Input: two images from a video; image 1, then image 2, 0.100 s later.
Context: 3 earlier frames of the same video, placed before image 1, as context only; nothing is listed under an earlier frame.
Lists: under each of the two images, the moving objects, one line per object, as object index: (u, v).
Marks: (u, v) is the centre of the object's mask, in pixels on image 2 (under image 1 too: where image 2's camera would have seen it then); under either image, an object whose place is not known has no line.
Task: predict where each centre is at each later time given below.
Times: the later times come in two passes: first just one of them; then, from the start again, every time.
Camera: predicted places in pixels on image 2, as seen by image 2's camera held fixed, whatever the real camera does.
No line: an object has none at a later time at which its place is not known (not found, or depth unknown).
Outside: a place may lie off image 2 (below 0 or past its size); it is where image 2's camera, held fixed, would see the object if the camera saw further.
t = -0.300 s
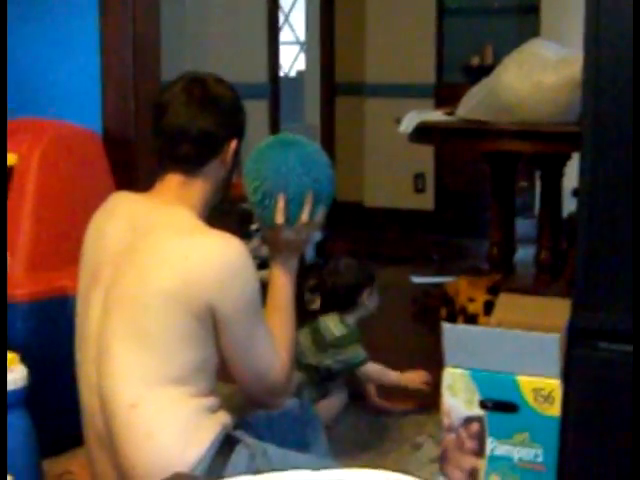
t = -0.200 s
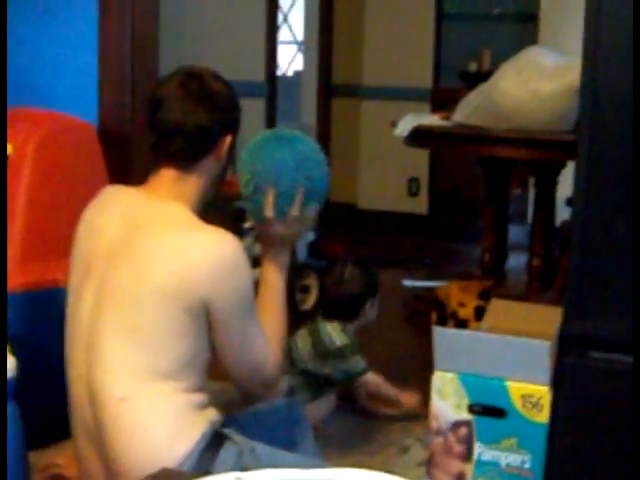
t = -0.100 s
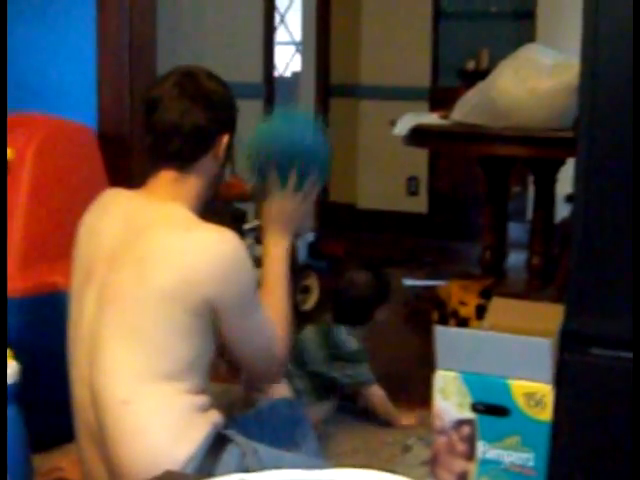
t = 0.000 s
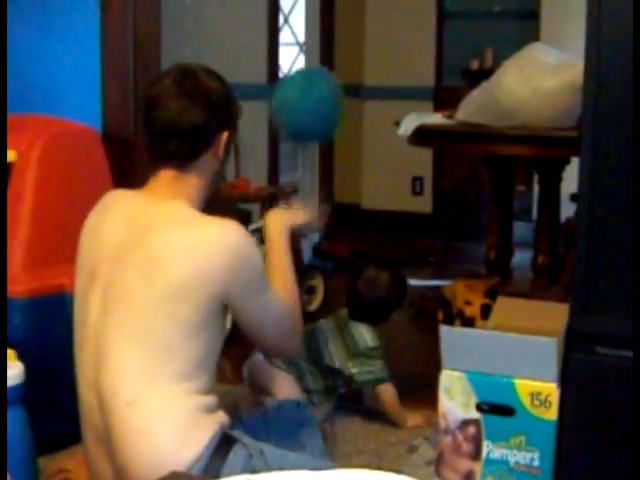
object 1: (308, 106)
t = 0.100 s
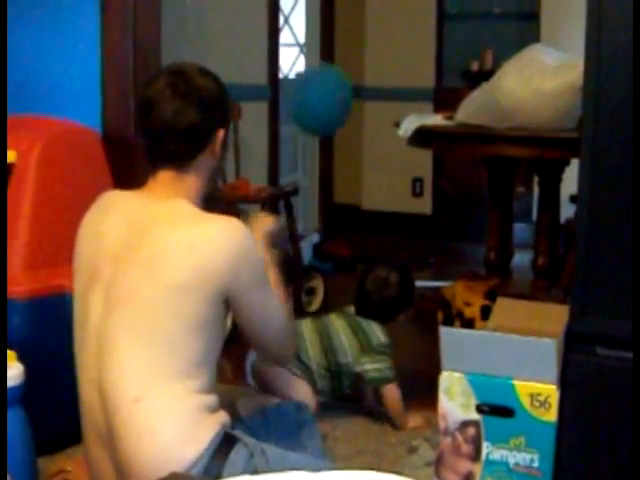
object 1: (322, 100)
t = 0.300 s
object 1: (338, 172)
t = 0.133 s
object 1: (324, 105)
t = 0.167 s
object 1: (328, 114)
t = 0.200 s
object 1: (330, 124)
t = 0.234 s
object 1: (332, 139)
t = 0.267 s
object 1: (335, 154)
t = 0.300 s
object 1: (338, 172)
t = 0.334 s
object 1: (339, 190)
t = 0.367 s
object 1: (339, 212)
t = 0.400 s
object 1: (341, 229)
